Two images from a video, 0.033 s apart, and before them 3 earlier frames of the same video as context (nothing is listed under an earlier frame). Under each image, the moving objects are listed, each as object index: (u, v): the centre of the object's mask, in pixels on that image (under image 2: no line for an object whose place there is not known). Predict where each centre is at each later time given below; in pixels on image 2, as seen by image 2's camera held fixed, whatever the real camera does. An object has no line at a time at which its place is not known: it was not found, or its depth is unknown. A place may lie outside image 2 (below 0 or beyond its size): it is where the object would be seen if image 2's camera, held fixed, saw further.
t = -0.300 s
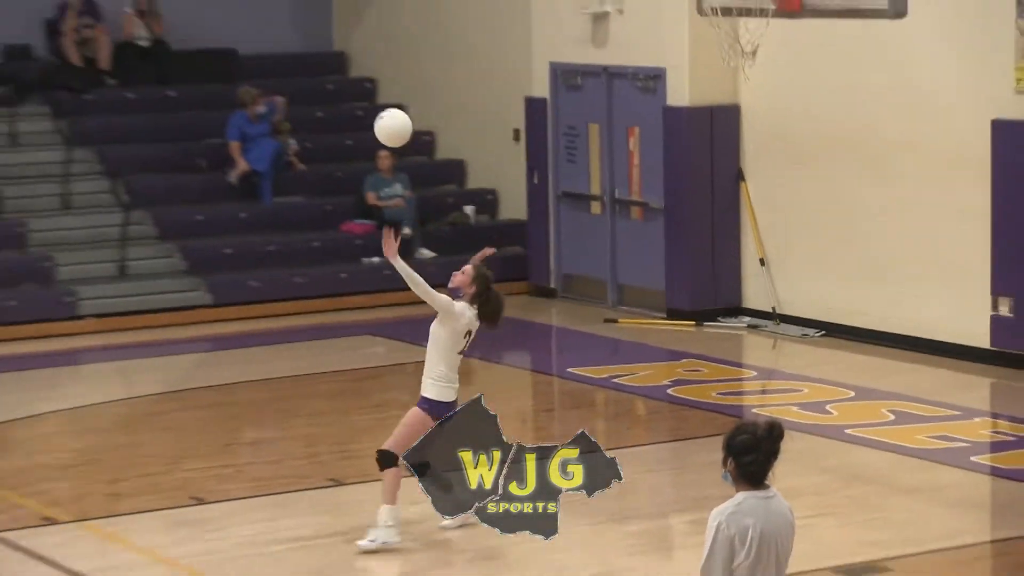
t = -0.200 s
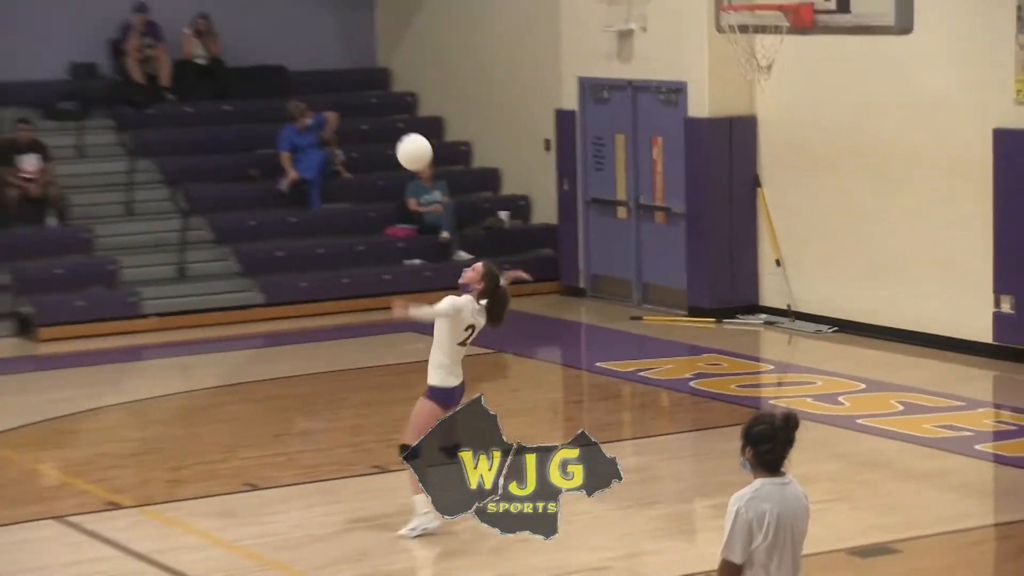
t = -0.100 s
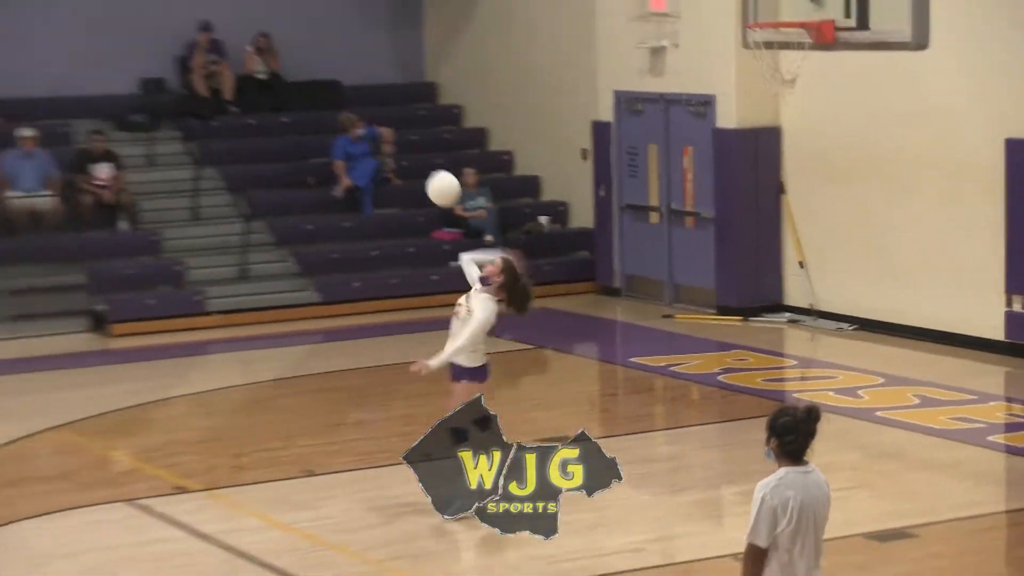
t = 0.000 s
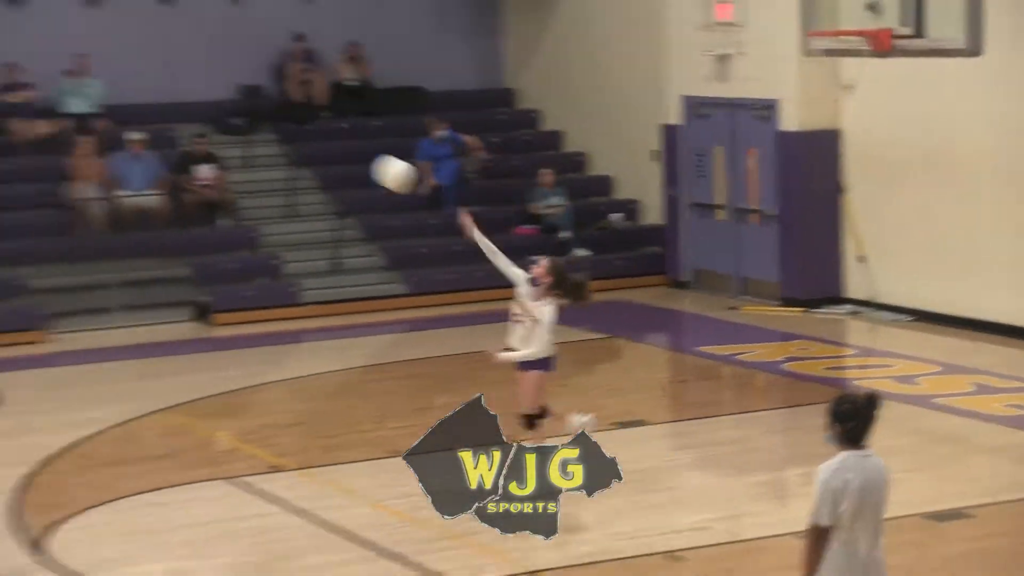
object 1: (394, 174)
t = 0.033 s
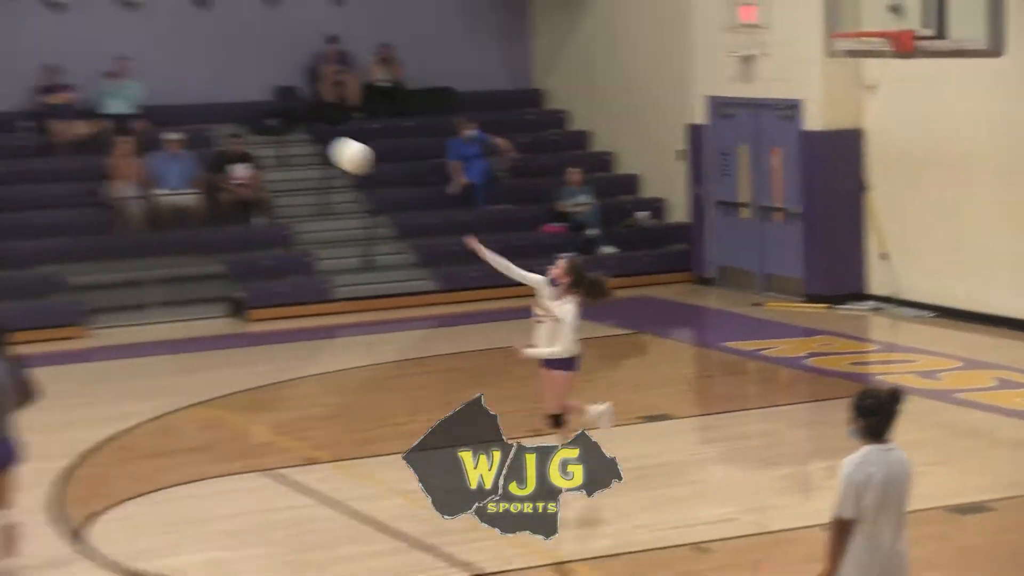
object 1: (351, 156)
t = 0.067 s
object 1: (274, 137)
